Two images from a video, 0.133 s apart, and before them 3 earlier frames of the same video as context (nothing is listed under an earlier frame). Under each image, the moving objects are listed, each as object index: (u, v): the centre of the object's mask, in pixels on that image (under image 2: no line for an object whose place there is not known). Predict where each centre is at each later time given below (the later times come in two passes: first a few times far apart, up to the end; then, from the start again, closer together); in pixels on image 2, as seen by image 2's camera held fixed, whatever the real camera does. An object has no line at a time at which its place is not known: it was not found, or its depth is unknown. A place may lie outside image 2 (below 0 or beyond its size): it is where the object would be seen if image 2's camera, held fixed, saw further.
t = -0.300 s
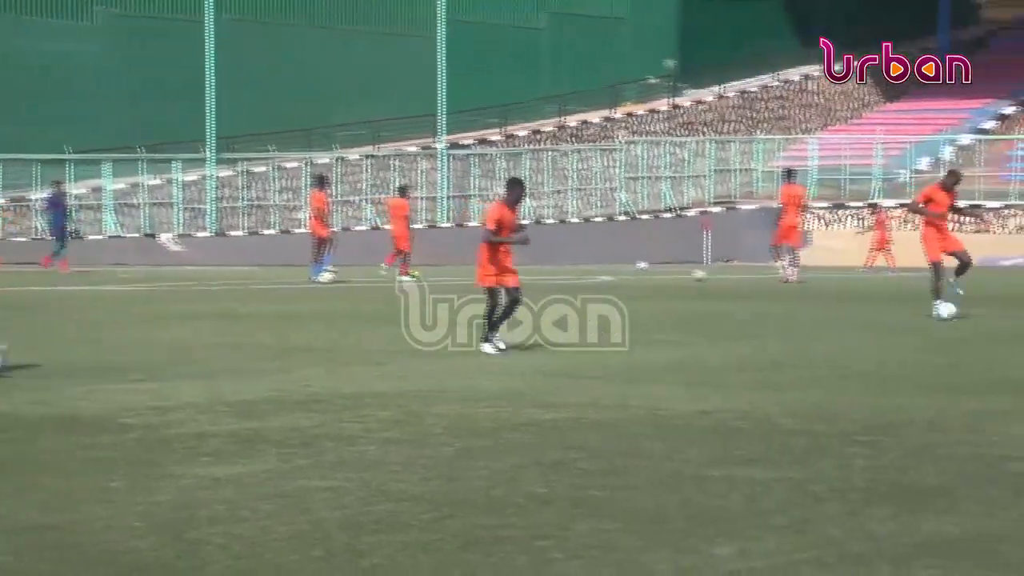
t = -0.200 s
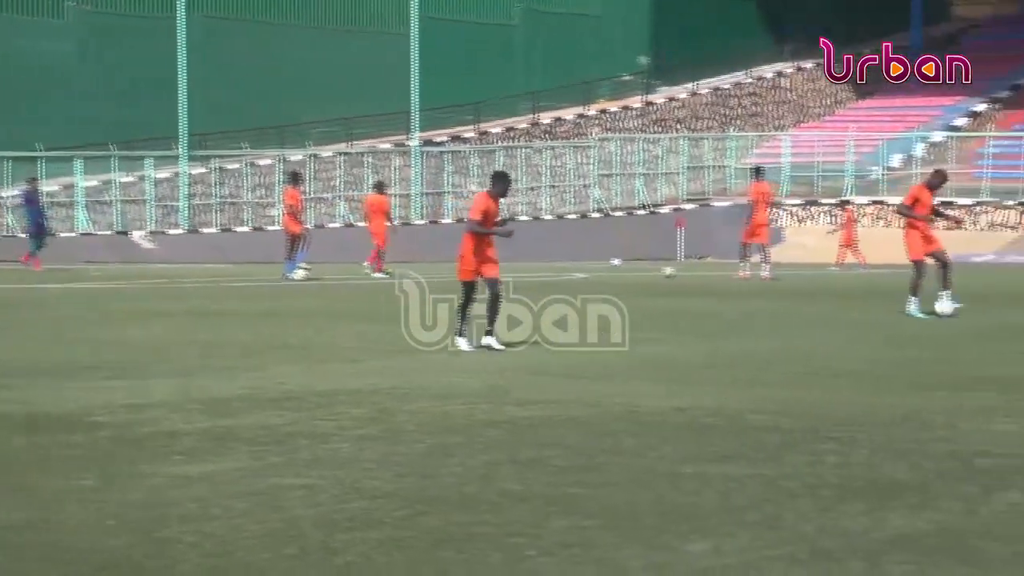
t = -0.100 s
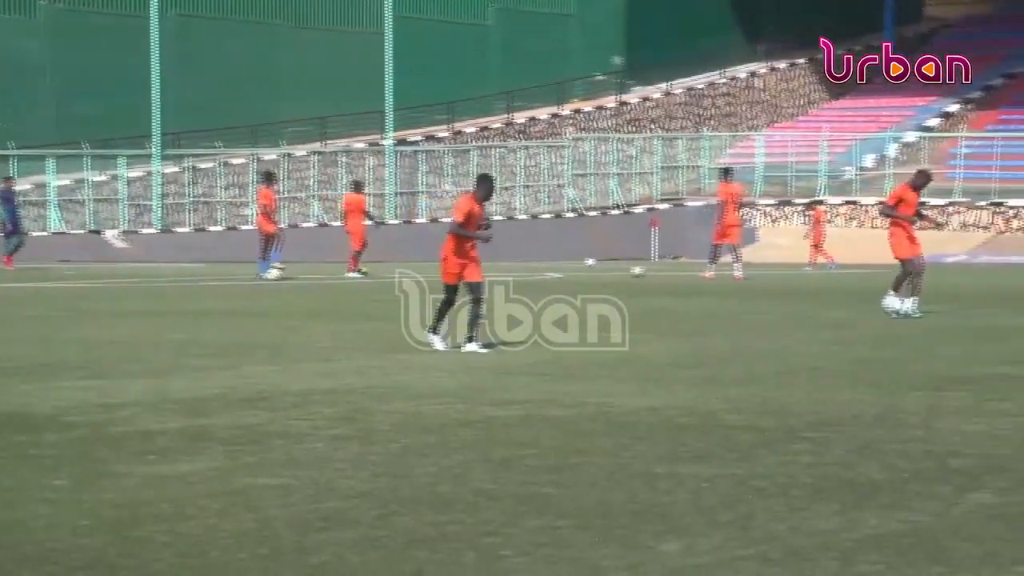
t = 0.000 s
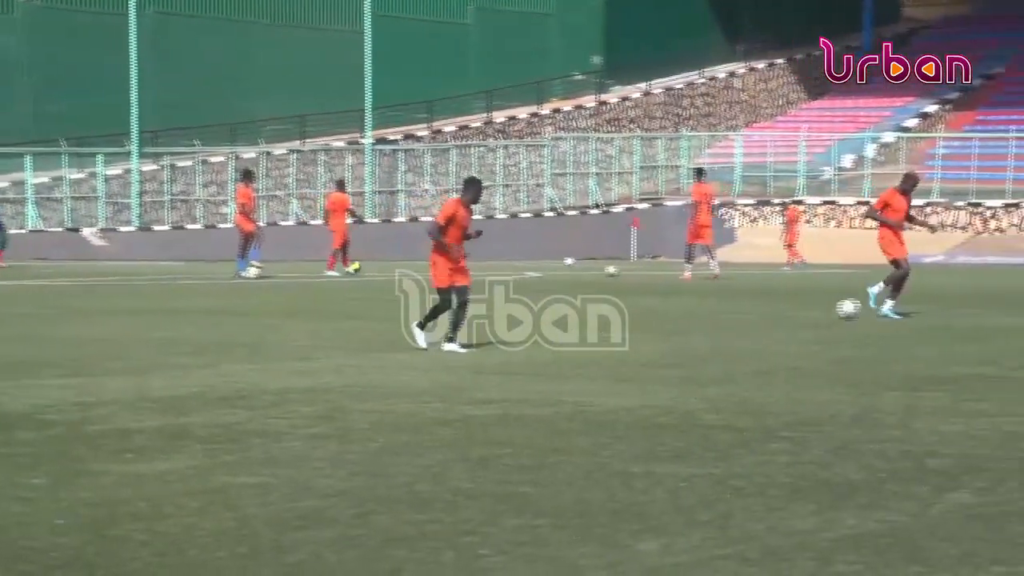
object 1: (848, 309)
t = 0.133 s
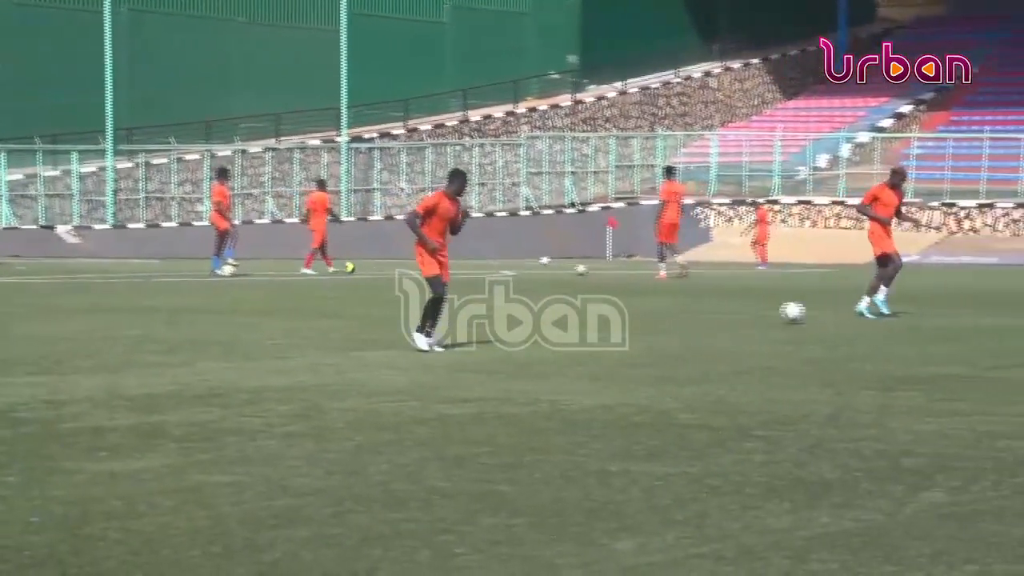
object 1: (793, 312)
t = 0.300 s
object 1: (760, 318)
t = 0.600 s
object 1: (705, 328)
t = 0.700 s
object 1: (686, 328)
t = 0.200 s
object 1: (778, 315)
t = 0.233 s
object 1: (771, 318)
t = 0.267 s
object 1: (765, 318)
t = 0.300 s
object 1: (760, 318)
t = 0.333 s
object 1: (754, 317)
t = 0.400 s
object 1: (743, 321)
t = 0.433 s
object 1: (737, 323)
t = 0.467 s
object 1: (731, 323)
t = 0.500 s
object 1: (725, 324)
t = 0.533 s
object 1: (719, 325)
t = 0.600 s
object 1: (705, 328)
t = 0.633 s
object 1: (698, 328)
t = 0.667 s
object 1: (692, 328)
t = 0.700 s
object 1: (686, 328)
